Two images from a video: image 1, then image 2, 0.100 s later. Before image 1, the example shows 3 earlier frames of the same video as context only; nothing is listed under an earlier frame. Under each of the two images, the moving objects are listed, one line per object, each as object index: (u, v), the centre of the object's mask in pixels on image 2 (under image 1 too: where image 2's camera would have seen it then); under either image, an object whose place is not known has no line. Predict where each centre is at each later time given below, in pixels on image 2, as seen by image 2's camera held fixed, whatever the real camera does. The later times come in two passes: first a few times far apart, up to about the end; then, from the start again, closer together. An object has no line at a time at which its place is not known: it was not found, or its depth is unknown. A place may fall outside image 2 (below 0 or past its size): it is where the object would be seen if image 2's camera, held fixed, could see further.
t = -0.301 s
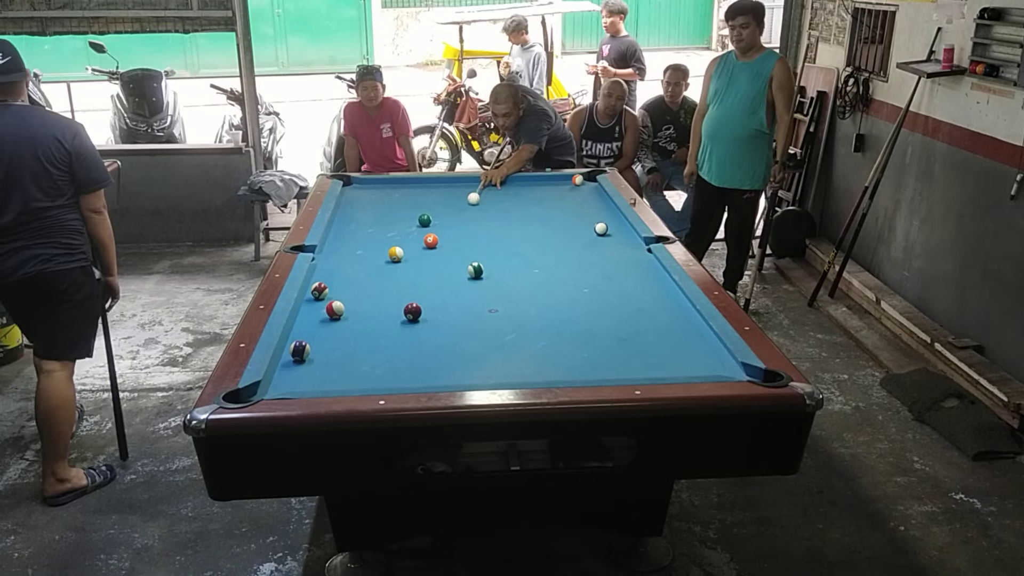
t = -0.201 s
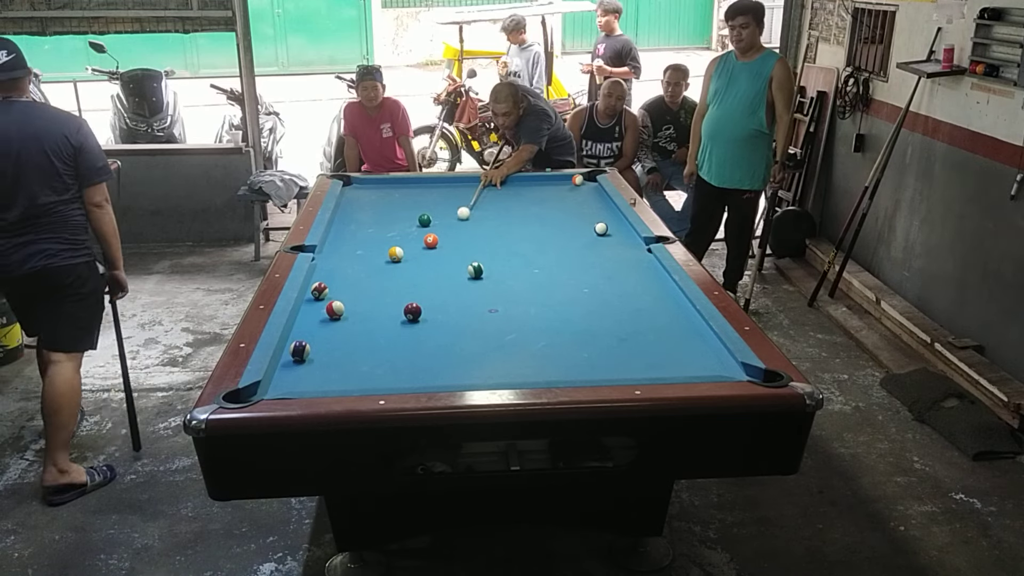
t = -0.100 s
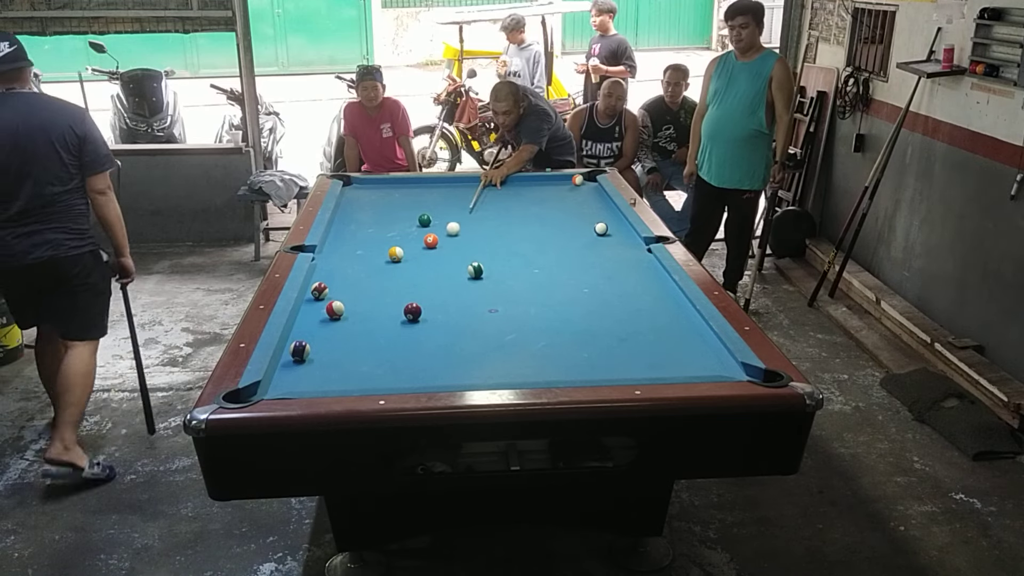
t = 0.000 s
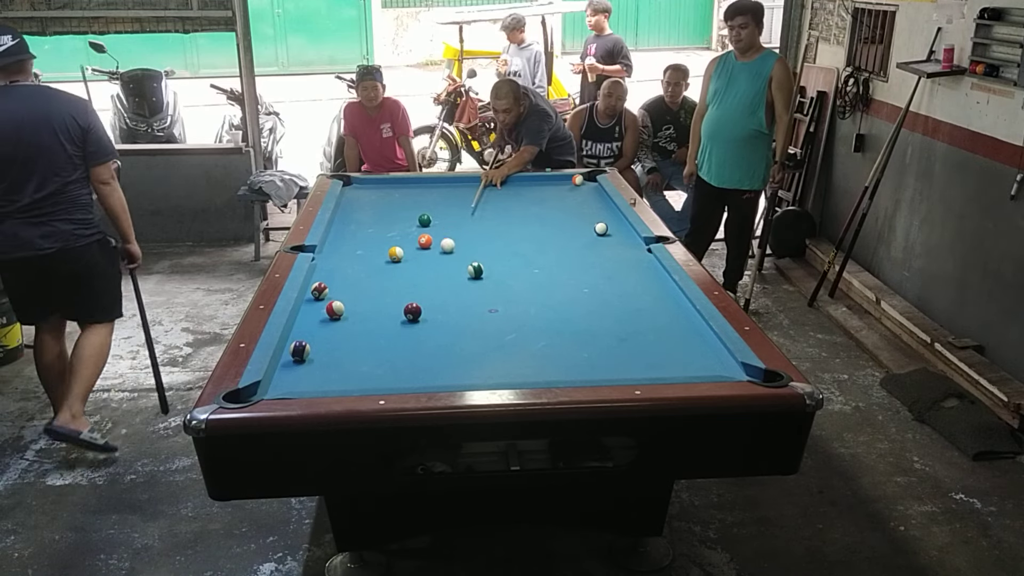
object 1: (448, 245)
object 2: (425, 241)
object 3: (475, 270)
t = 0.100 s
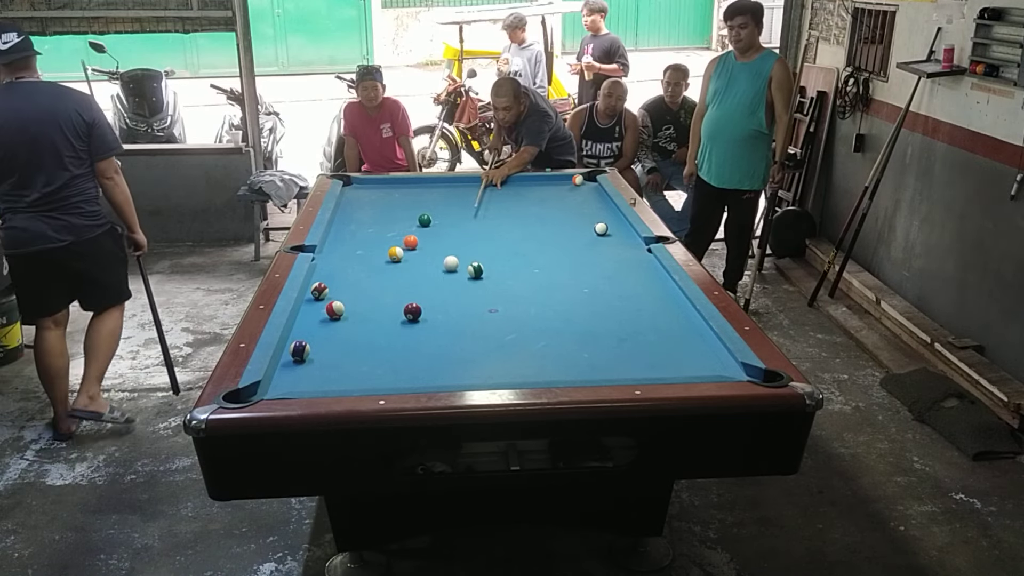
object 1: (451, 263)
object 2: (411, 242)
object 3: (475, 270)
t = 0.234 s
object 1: (456, 291)
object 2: (392, 242)
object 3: (475, 270)
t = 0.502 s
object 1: (468, 365)
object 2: (357, 246)
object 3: (475, 270)
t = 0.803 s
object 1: (479, 329)
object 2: (321, 249)
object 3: (475, 270)
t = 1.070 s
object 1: (485, 288)
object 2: (316, 253)
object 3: (475, 270)
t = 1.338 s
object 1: (510, 262)
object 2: (324, 252)
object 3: (457, 265)
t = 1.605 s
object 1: (544, 243)
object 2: (332, 251)
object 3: (430, 257)
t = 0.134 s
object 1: (452, 270)
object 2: (406, 242)
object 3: (475, 270)
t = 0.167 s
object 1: (453, 276)
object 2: (402, 242)
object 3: (475, 270)
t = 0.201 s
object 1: (454, 284)
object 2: (397, 242)
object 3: (475, 270)
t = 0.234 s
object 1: (456, 291)
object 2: (392, 242)
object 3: (475, 270)
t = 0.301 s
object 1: (458, 307)
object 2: (384, 244)
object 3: (475, 270)
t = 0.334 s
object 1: (460, 315)
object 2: (379, 244)
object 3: (475, 270)
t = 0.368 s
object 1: (461, 324)
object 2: (375, 245)
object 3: (475, 270)
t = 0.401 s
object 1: (463, 334)
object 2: (370, 245)
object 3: (475, 270)
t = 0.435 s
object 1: (464, 344)
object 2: (366, 245)
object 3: (475, 270)
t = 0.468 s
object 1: (466, 354)
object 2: (362, 246)
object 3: (475, 270)
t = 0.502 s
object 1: (468, 365)
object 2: (357, 246)
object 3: (475, 270)
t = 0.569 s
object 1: (471, 375)
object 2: (349, 247)
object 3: (475, 270)
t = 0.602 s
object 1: (472, 369)
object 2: (344, 247)
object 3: (475, 270)
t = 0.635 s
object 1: (474, 361)
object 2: (340, 247)
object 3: (475, 270)
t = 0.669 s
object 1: (475, 354)
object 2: (336, 247)
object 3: (475, 270)
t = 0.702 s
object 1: (476, 348)
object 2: (332, 247)
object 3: (475, 270)
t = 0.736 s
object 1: (477, 341)
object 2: (327, 248)
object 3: (475, 270)
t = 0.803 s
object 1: (479, 329)
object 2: (321, 249)
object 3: (475, 270)
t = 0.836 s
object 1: (480, 323)
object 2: (320, 249)
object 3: (475, 270)
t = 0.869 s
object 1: (480, 317)
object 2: (319, 250)
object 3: (475, 270)
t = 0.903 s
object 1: (481, 312)
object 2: (319, 251)
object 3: (475, 270)
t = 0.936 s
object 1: (482, 307)
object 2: (318, 251)
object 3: (475, 270)
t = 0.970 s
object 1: (483, 302)
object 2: (317, 252)
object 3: (475, 270)
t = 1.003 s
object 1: (483, 298)
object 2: (317, 253)
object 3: (475, 270)
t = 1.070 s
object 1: (485, 288)
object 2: (316, 253)
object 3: (475, 270)
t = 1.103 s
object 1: (486, 284)
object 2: (317, 253)
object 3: (475, 270)
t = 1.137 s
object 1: (486, 280)
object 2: (318, 253)
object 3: (475, 270)
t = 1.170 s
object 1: (487, 275)
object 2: (319, 253)
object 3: (475, 270)
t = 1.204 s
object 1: (490, 272)
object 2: (320, 253)
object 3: (473, 269)
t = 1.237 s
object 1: (496, 270)
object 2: (321, 253)
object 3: (468, 268)
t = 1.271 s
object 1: (501, 267)
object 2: (322, 252)
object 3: (465, 267)
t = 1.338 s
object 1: (510, 262)
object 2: (324, 252)
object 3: (457, 265)
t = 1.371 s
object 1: (515, 259)
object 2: (325, 252)
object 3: (454, 264)
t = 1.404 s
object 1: (519, 257)
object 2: (326, 252)
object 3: (450, 263)
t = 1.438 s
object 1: (524, 254)
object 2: (327, 251)
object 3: (446, 262)
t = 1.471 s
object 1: (528, 252)
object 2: (328, 251)
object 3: (443, 261)
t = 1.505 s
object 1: (532, 250)
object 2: (329, 251)
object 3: (440, 260)
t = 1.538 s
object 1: (536, 248)
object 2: (330, 251)
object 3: (437, 259)
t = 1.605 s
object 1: (544, 243)
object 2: (332, 251)
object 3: (430, 257)
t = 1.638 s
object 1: (548, 241)
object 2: (333, 250)
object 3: (427, 256)
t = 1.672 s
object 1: (552, 239)
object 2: (333, 250)
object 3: (424, 255)
